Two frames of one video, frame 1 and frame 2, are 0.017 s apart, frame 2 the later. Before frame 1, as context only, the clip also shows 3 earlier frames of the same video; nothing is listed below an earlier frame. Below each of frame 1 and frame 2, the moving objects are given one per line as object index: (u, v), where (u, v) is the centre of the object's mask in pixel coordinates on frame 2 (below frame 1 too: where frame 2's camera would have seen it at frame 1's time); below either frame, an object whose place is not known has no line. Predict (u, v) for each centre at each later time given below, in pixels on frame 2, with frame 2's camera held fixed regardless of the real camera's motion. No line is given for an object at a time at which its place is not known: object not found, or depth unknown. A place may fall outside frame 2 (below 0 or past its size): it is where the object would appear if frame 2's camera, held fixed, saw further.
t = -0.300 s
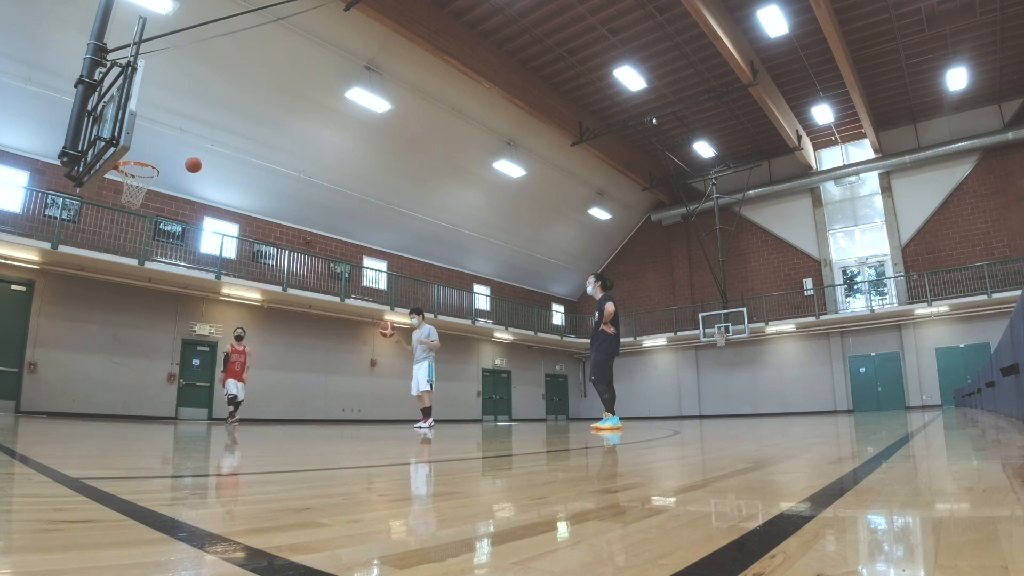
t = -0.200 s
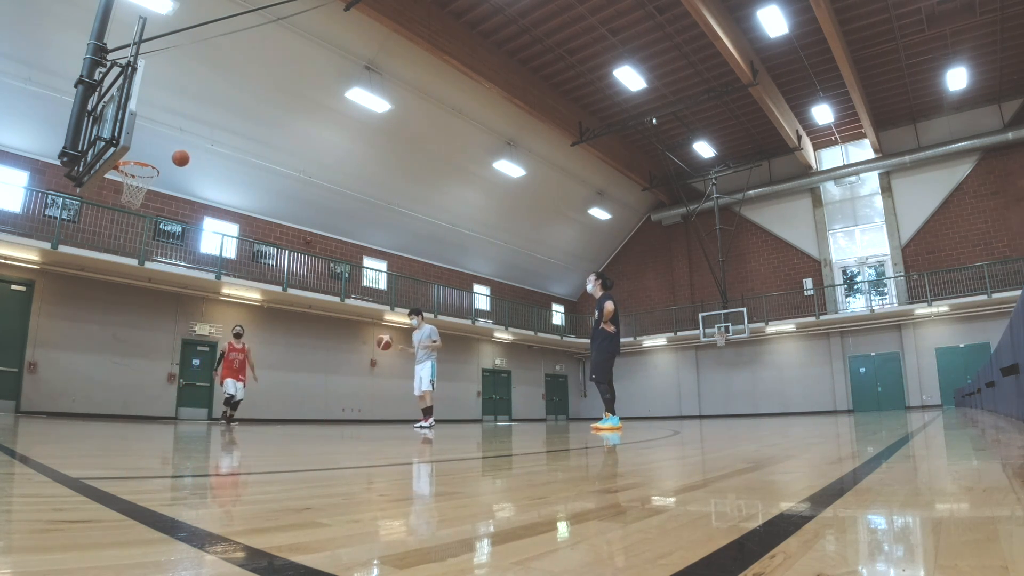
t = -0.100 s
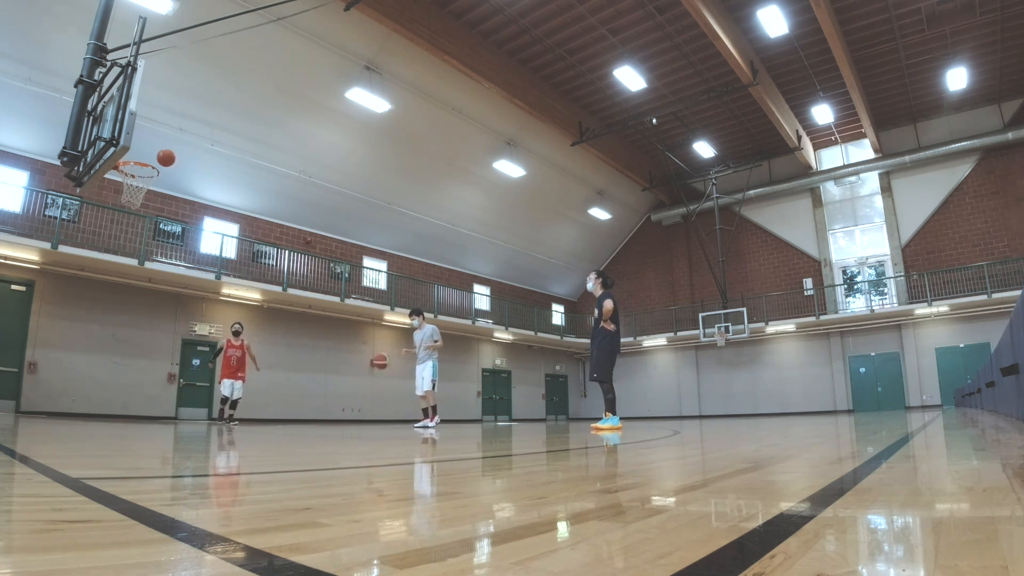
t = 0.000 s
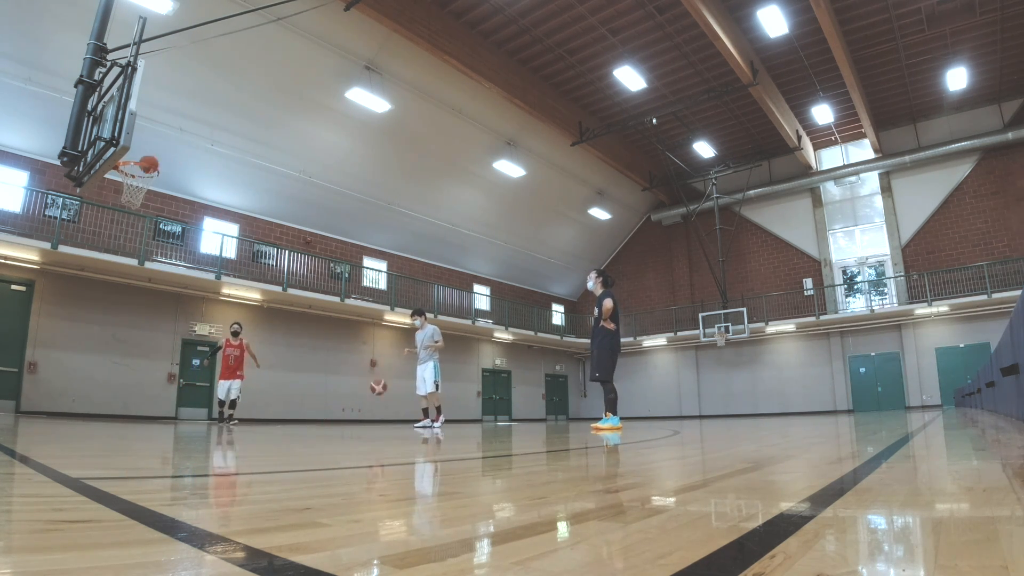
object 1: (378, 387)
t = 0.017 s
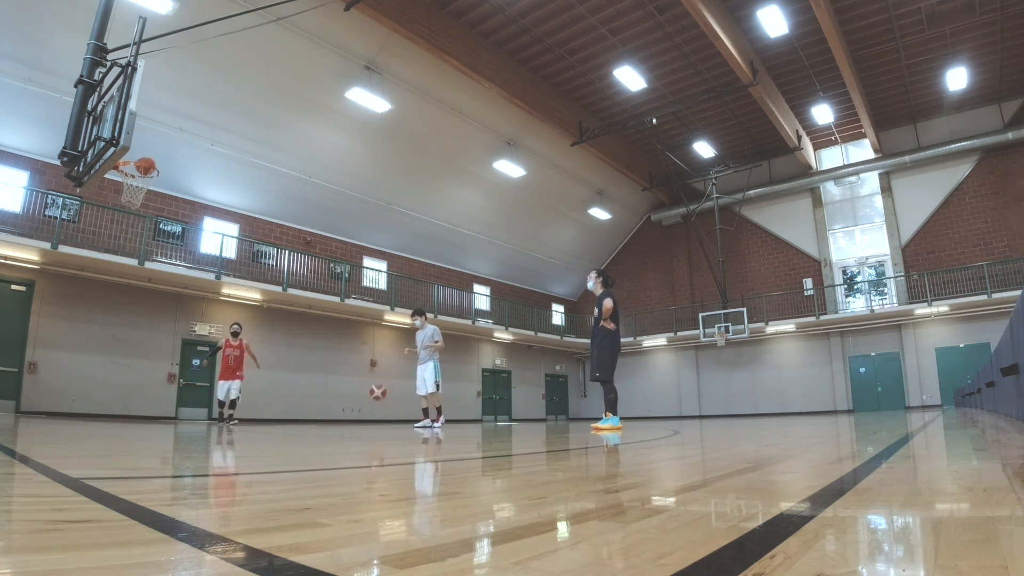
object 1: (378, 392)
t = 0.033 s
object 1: (377, 397)
